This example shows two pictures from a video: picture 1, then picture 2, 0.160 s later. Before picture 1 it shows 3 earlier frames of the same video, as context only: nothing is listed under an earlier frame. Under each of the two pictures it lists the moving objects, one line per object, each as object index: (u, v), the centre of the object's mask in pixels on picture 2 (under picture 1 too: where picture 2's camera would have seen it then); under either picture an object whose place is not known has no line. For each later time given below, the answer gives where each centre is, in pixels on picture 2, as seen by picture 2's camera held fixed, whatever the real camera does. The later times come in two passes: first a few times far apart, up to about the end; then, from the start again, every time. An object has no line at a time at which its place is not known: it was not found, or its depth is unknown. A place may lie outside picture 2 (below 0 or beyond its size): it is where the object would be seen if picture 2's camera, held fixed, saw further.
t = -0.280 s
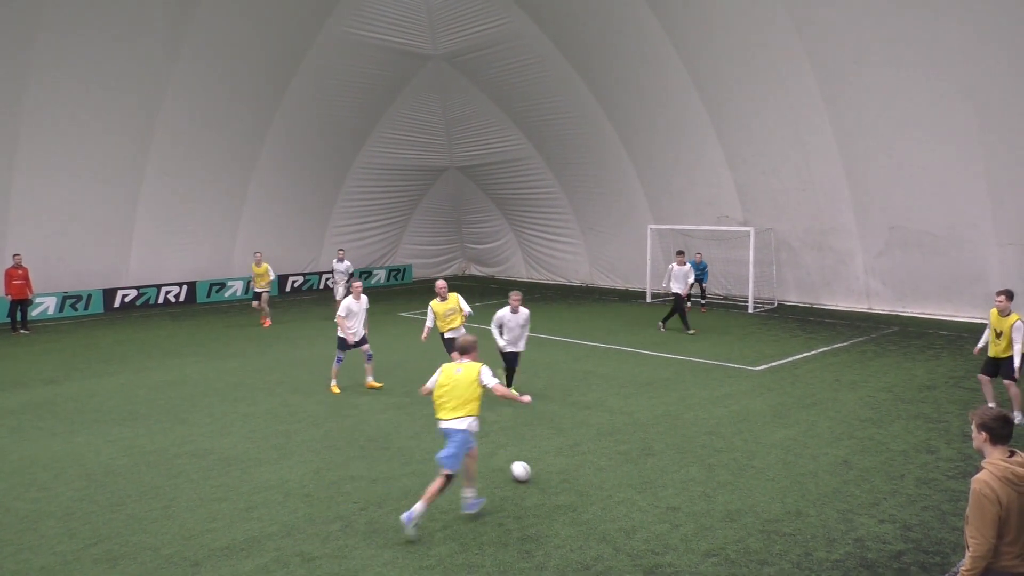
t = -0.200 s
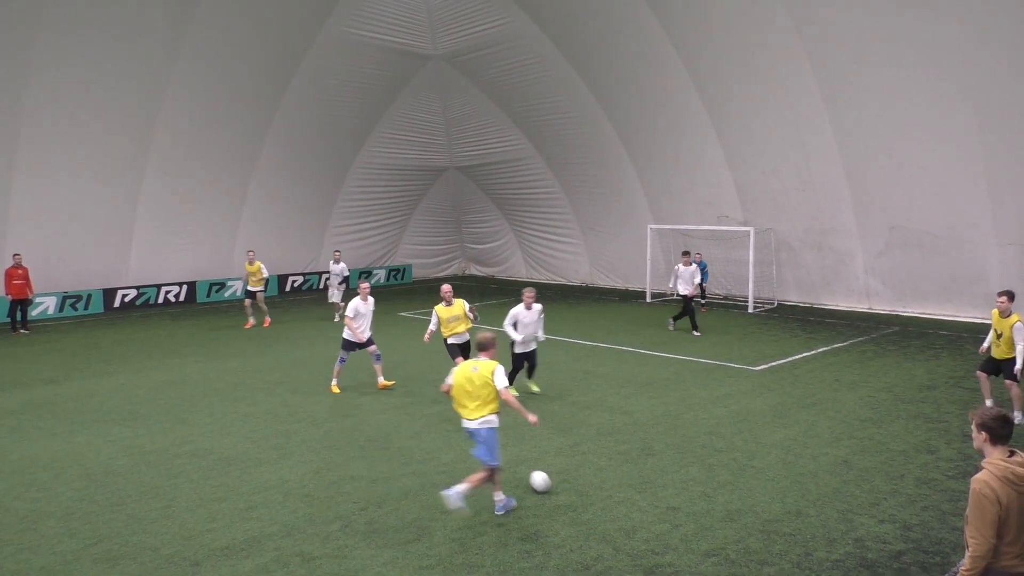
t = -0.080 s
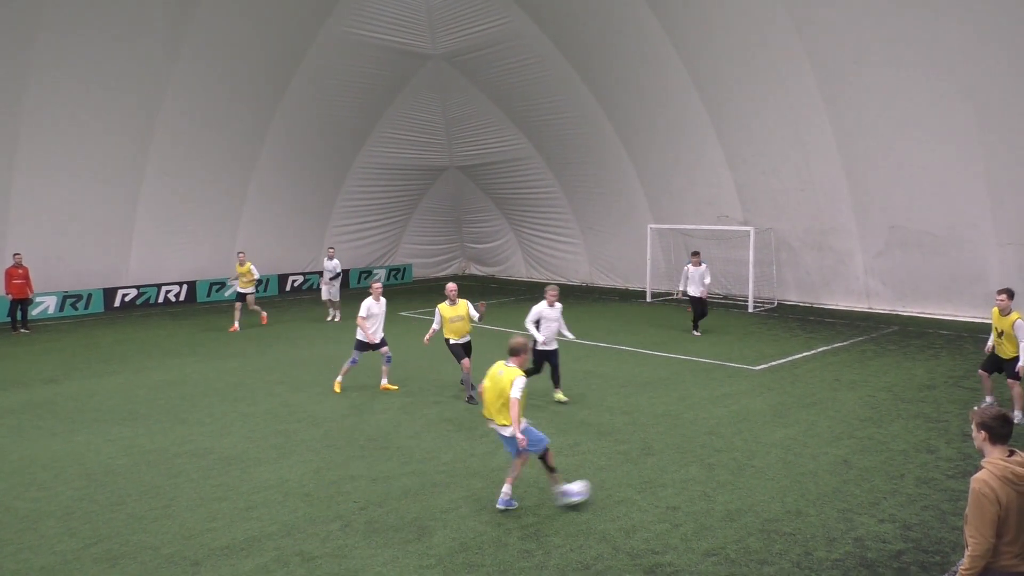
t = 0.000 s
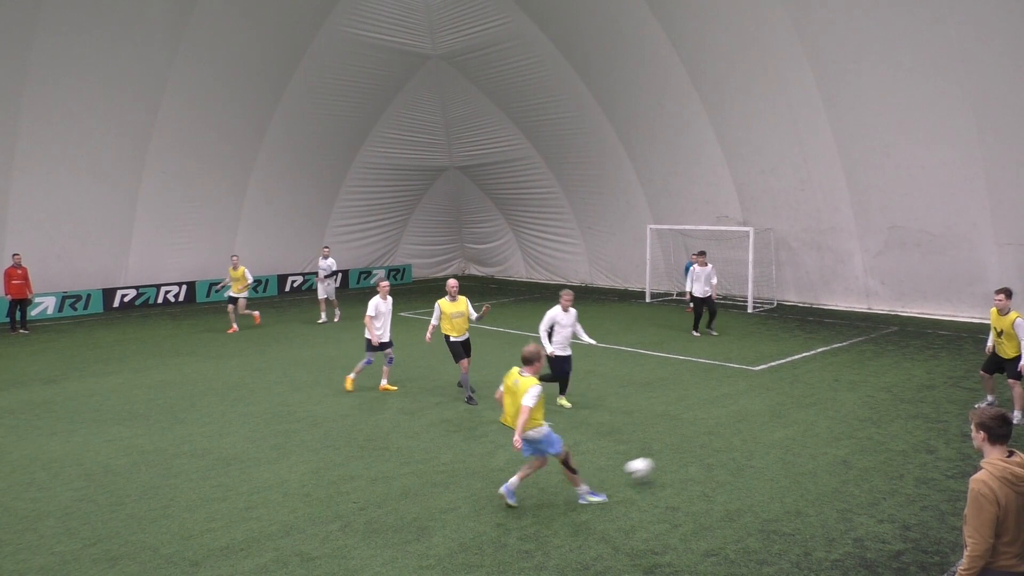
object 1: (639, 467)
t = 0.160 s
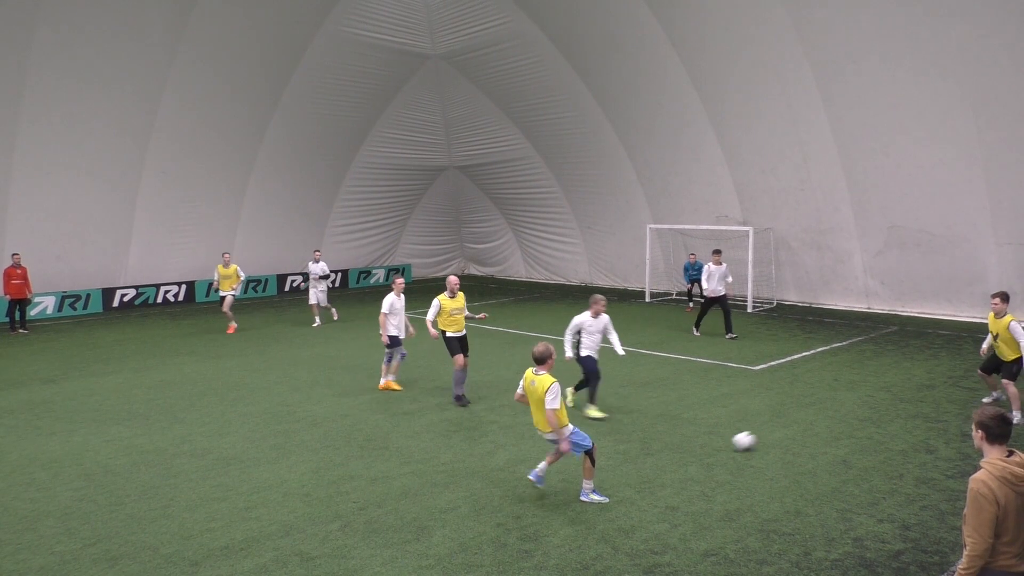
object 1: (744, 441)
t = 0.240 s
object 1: (783, 427)
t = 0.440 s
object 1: (861, 405)
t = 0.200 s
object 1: (764, 433)
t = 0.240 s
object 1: (783, 427)
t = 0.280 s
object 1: (801, 423)
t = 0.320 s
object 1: (818, 418)
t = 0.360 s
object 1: (833, 414)
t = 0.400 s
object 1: (848, 409)
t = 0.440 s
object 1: (861, 405)
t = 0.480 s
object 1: (873, 401)
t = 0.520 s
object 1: (885, 398)
